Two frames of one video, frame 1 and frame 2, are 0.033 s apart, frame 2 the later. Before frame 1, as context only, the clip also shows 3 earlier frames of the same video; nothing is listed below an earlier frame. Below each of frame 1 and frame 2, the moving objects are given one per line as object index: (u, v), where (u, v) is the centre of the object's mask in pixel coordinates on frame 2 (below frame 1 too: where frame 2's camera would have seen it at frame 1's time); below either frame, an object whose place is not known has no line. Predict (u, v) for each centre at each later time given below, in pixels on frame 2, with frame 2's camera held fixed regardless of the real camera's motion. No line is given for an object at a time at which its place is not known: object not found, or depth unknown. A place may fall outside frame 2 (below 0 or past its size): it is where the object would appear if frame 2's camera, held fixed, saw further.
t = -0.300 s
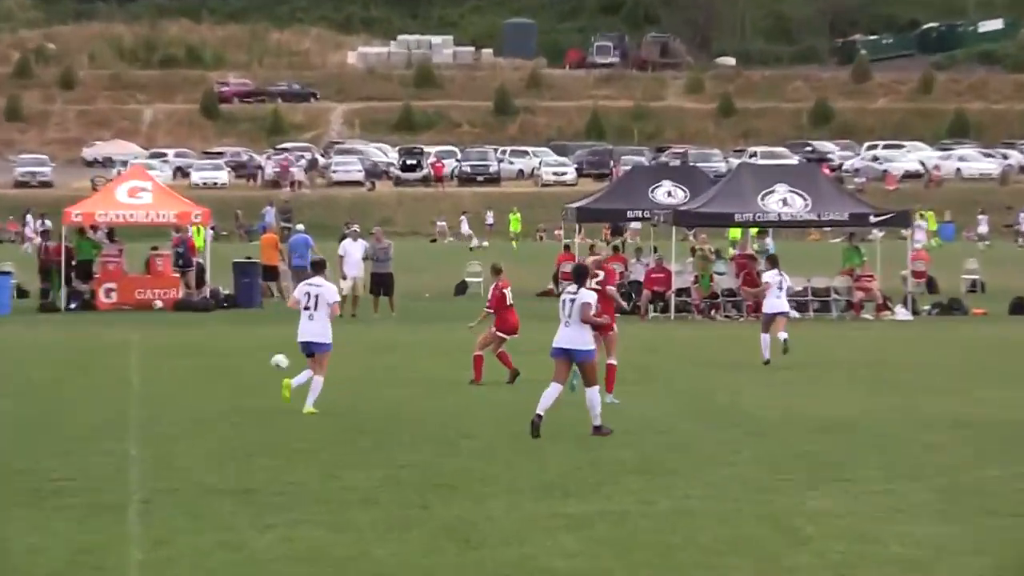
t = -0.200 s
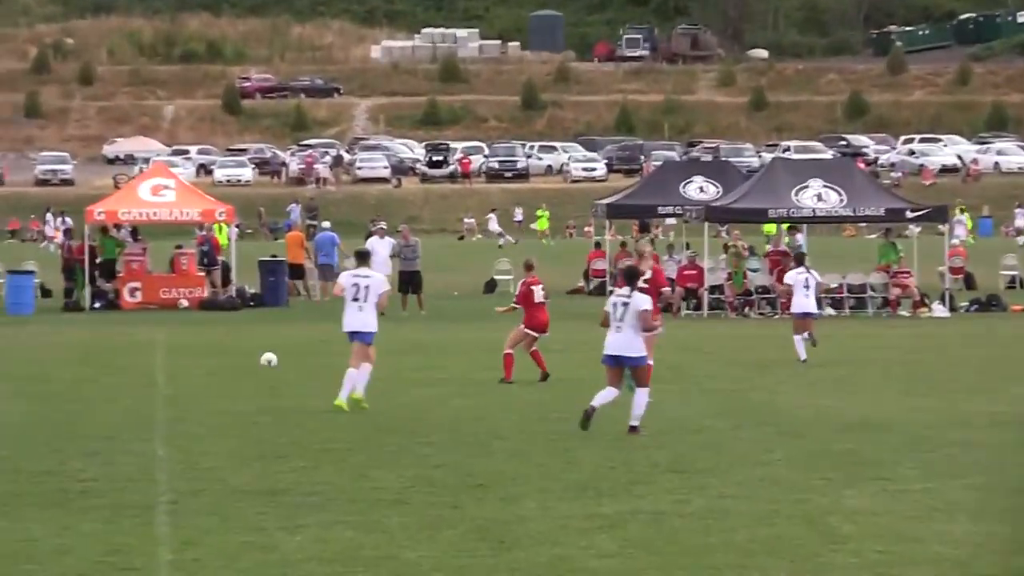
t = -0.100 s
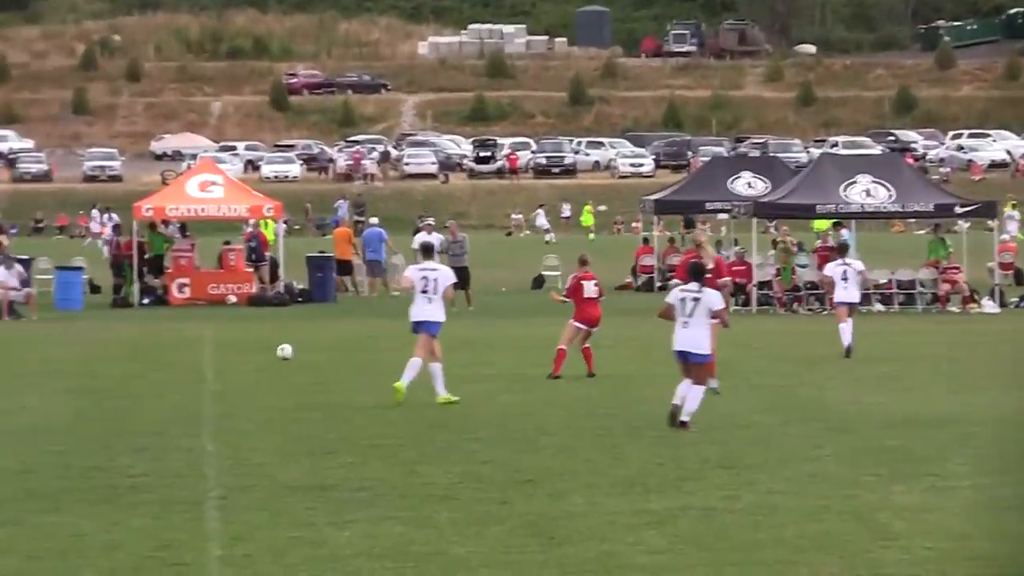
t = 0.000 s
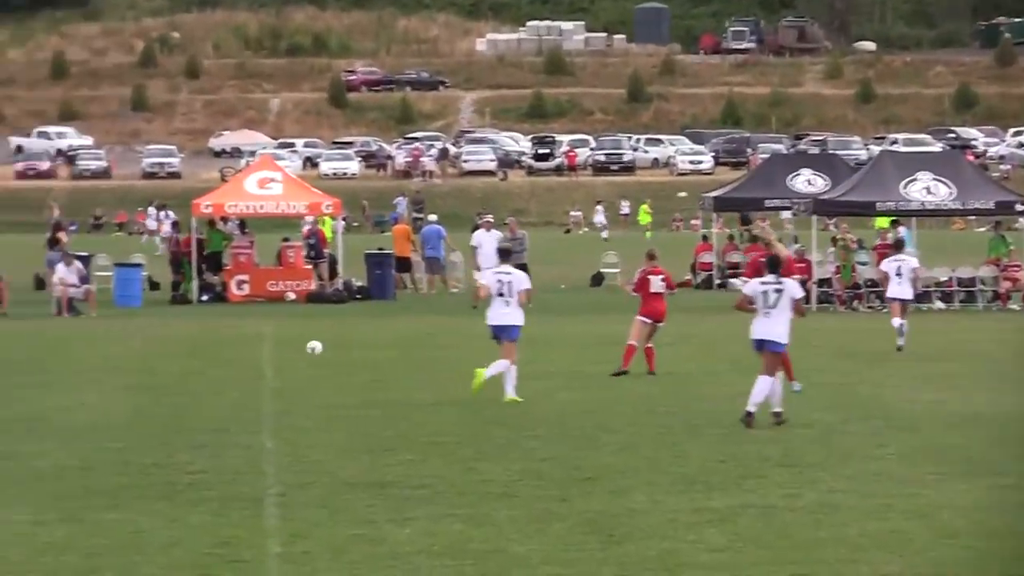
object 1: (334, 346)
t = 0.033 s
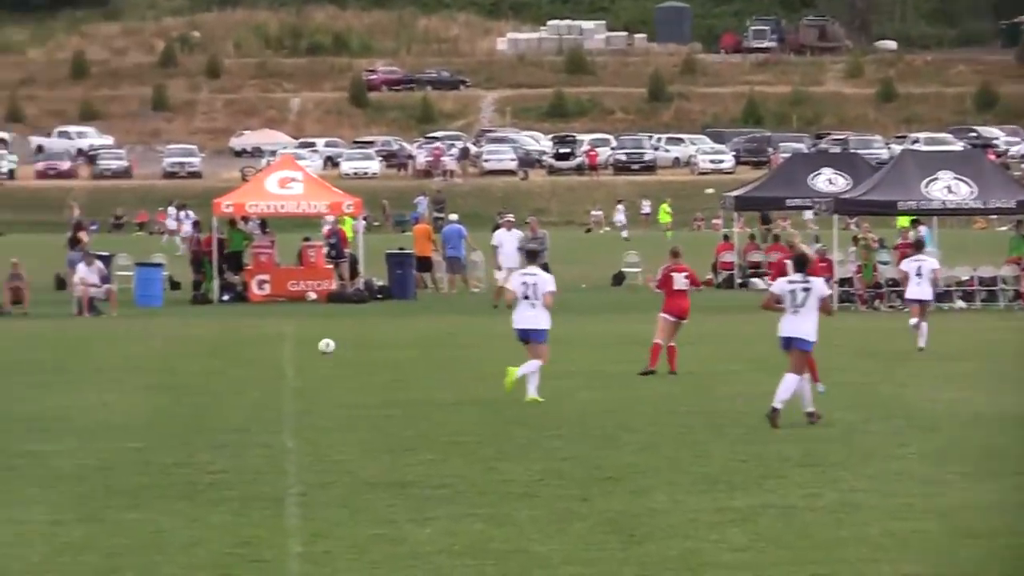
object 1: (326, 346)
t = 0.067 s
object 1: (318, 345)
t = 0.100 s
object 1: (310, 345)
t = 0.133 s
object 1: (303, 345)
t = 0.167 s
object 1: (295, 345)
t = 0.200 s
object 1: (287, 345)
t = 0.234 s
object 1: (280, 344)
